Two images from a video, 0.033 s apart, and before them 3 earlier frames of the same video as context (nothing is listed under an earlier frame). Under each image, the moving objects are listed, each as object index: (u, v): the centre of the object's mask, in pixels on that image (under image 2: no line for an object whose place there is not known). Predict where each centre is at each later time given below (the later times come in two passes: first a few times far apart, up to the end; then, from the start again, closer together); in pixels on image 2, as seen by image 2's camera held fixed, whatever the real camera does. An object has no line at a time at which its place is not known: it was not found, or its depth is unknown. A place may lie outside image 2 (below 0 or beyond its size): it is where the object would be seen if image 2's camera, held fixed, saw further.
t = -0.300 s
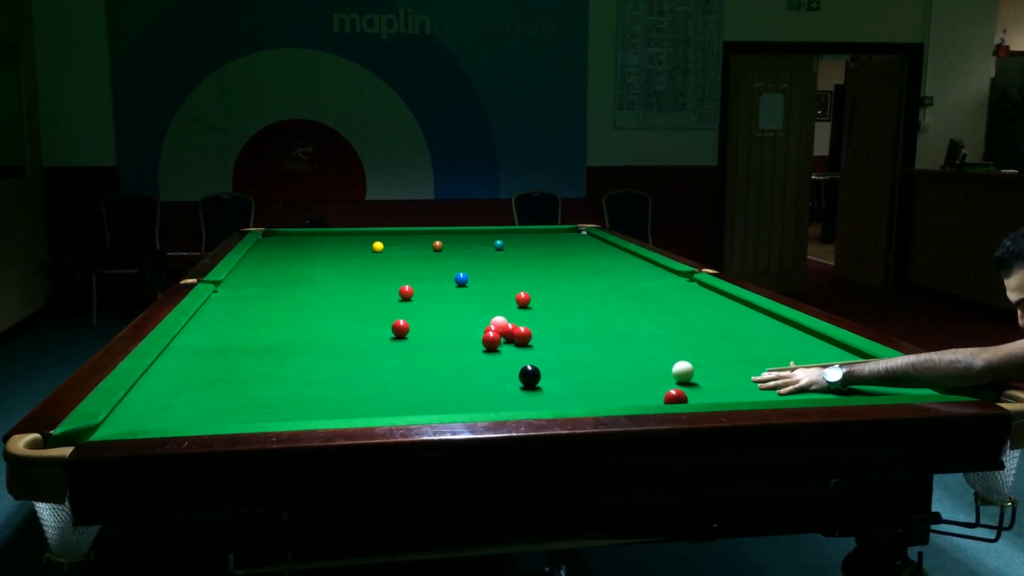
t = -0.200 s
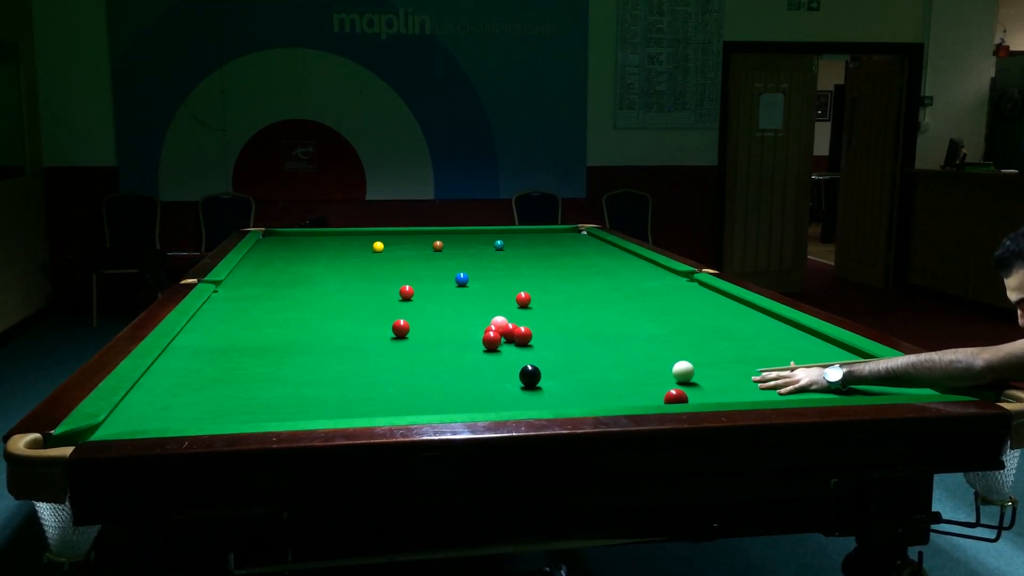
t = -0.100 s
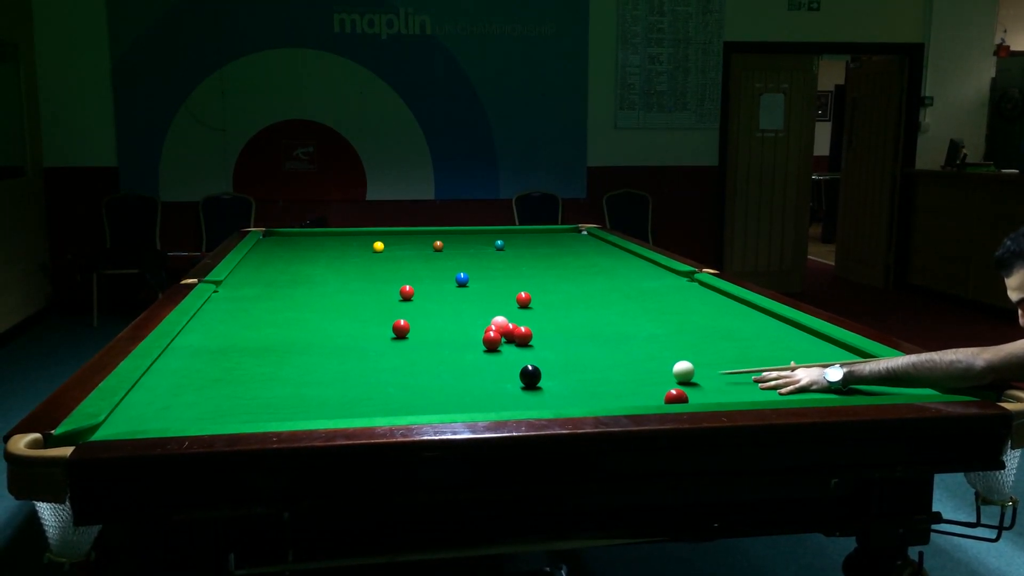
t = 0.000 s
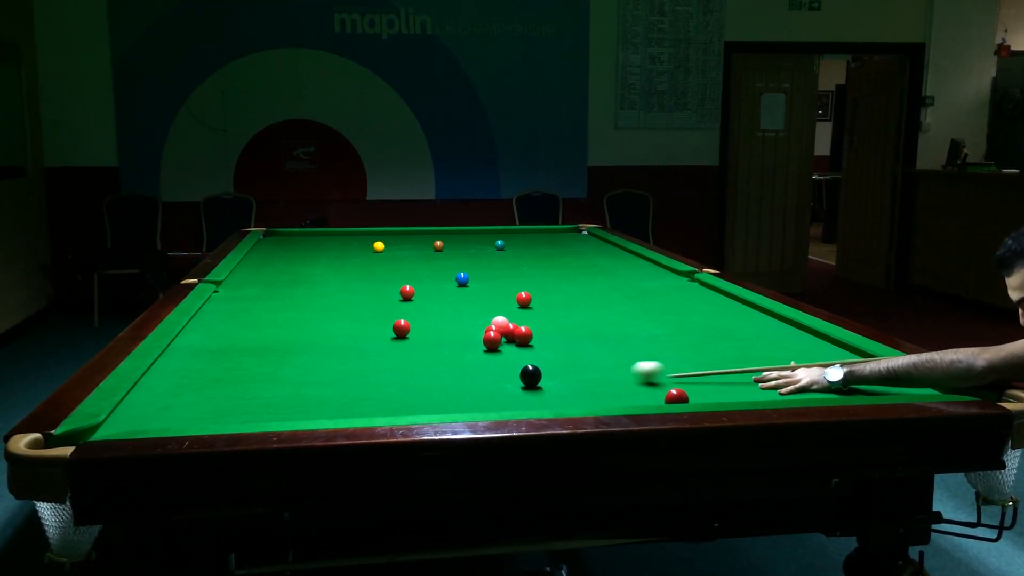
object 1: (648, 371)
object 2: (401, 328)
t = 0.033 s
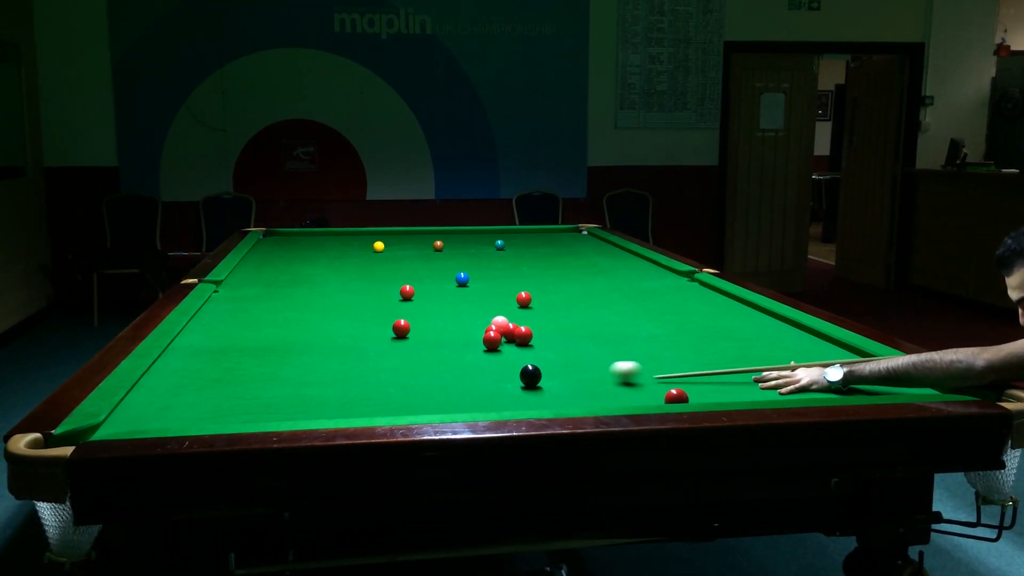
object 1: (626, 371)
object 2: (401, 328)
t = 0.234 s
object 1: (541, 370)
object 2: (401, 328)
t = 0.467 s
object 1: (518, 362)
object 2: (401, 328)
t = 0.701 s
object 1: (496, 355)
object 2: (401, 328)
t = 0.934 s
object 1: (477, 350)
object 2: (401, 328)
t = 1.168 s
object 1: (459, 344)
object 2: (401, 328)
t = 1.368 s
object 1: (446, 340)
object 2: (401, 328)
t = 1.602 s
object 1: (431, 336)
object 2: (401, 328)
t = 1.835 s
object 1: (418, 332)
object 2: (401, 328)
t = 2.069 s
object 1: (411, 330)
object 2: (396, 327)
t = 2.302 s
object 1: (409, 330)
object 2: (390, 325)
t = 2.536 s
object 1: (408, 329)
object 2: (385, 324)
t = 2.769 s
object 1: (408, 330)
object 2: (380, 322)
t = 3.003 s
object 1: (408, 330)
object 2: (375, 322)
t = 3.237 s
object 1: (408, 330)
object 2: (373, 321)
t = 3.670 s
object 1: (408, 329)
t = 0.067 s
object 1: (604, 371)
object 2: (401, 328)
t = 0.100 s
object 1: (584, 370)
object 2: (401, 328)
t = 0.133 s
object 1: (566, 371)
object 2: (401, 328)
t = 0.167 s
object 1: (550, 371)
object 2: (401, 328)
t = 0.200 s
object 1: (545, 371)
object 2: (401, 328)
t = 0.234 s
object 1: (541, 370)
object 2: (401, 328)
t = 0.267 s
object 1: (538, 369)
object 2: (401, 328)
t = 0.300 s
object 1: (534, 367)
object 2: (401, 328)
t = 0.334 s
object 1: (531, 366)
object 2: (401, 328)
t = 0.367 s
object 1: (527, 365)
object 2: (401, 328)
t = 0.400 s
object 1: (524, 364)
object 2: (401, 328)
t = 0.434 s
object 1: (521, 363)
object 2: (401, 328)
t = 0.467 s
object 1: (518, 362)
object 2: (401, 328)
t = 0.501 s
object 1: (514, 361)
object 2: (401, 328)
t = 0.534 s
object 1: (511, 360)
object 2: (401, 328)
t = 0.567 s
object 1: (508, 359)
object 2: (401, 328)
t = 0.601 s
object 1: (505, 358)
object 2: (401, 328)
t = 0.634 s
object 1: (502, 357)
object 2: (401, 328)
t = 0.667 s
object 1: (499, 356)
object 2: (401, 328)
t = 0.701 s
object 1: (496, 355)
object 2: (401, 328)
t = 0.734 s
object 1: (493, 355)
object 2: (401, 328)
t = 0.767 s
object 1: (491, 354)
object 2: (401, 328)
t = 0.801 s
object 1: (488, 353)
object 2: (401, 328)
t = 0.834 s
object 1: (485, 352)
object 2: (401, 328)
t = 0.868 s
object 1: (482, 351)
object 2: (401, 328)
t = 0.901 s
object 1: (480, 350)
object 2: (401, 328)
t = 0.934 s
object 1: (477, 350)
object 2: (401, 328)
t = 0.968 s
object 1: (474, 349)
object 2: (401, 328)
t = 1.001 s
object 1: (472, 348)
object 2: (401, 328)
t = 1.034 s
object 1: (469, 347)
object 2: (401, 328)
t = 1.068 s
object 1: (467, 346)
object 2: (401, 328)
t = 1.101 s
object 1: (464, 346)
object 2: (401, 328)
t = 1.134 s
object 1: (462, 345)
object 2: (401, 328)
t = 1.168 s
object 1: (459, 344)
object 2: (401, 328)
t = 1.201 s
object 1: (457, 344)
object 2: (401, 328)
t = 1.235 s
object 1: (455, 343)
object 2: (401, 328)
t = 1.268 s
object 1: (453, 342)
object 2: (401, 328)
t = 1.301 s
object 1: (450, 342)
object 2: (401, 328)
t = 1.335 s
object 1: (448, 341)
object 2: (401, 328)
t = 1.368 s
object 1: (446, 340)
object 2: (401, 328)
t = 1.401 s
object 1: (444, 340)
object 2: (401, 328)
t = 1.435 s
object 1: (441, 339)
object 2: (401, 328)
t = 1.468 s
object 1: (439, 339)
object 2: (401, 328)
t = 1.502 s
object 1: (437, 338)
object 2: (401, 328)
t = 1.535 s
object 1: (435, 337)
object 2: (401, 328)
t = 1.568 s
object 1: (433, 337)
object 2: (401, 328)
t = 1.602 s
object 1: (431, 336)
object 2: (401, 328)
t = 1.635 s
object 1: (429, 336)
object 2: (401, 328)
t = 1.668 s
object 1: (427, 335)
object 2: (401, 328)
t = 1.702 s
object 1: (425, 335)
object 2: (401, 328)
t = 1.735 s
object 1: (423, 334)
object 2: (401, 328)
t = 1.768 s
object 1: (421, 334)
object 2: (401, 328)
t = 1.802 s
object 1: (419, 333)
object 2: (401, 328)
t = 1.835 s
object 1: (418, 332)
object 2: (401, 328)
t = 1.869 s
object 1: (416, 332)
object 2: (400, 328)
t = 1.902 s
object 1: (414, 332)
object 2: (400, 328)
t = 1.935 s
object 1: (412, 331)
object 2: (399, 328)
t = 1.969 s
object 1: (412, 331)
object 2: (398, 327)
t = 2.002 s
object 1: (411, 331)
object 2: (398, 327)
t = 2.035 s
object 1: (411, 331)
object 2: (397, 327)
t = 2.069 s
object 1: (411, 330)
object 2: (396, 327)
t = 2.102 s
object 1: (410, 330)
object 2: (395, 326)
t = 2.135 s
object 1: (410, 330)
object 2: (394, 326)
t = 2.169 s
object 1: (410, 330)
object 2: (394, 326)
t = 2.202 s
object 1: (409, 330)
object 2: (393, 326)
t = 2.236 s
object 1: (409, 330)
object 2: (392, 326)
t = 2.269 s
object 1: (409, 330)
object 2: (391, 326)
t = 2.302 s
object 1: (409, 330)
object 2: (390, 325)
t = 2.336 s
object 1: (408, 330)
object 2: (389, 325)
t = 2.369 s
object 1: (408, 330)
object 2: (389, 325)
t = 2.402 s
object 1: (408, 330)
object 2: (388, 325)
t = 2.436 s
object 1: (408, 330)
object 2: (387, 324)
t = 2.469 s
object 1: (408, 330)
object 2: (386, 324)
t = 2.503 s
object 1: (408, 329)
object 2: (386, 324)
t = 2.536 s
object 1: (408, 329)
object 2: (385, 324)
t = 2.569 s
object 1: (408, 329)
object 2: (384, 323)
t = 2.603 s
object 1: (408, 329)
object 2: (383, 323)
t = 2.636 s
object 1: (408, 329)
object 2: (383, 323)
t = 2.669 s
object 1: (408, 330)
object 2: (382, 323)
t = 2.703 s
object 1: (408, 330)
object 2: (381, 323)
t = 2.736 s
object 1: (408, 329)
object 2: (380, 323)
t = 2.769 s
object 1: (408, 330)
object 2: (380, 322)
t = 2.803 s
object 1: (408, 330)
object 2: (379, 322)
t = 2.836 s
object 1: (408, 330)
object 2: (378, 322)
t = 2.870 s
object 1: (408, 330)
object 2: (377, 322)
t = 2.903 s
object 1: (408, 330)
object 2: (377, 322)
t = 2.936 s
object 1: (408, 329)
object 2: (376, 322)
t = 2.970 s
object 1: (408, 329)
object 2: (376, 322)
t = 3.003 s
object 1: (408, 330)
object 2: (375, 322)
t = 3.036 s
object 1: (408, 330)
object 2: (375, 322)
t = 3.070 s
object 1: (408, 330)
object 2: (375, 321)
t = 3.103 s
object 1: (408, 330)
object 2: (374, 321)
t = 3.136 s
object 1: (408, 330)
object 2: (374, 321)
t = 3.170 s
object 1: (408, 330)
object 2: (373, 321)
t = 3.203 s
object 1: (408, 330)
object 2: (373, 321)
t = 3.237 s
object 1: (408, 330)
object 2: (373, 321)
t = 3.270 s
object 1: (408, 330)
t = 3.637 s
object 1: (409, 329)
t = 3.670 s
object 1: (408, 329)
